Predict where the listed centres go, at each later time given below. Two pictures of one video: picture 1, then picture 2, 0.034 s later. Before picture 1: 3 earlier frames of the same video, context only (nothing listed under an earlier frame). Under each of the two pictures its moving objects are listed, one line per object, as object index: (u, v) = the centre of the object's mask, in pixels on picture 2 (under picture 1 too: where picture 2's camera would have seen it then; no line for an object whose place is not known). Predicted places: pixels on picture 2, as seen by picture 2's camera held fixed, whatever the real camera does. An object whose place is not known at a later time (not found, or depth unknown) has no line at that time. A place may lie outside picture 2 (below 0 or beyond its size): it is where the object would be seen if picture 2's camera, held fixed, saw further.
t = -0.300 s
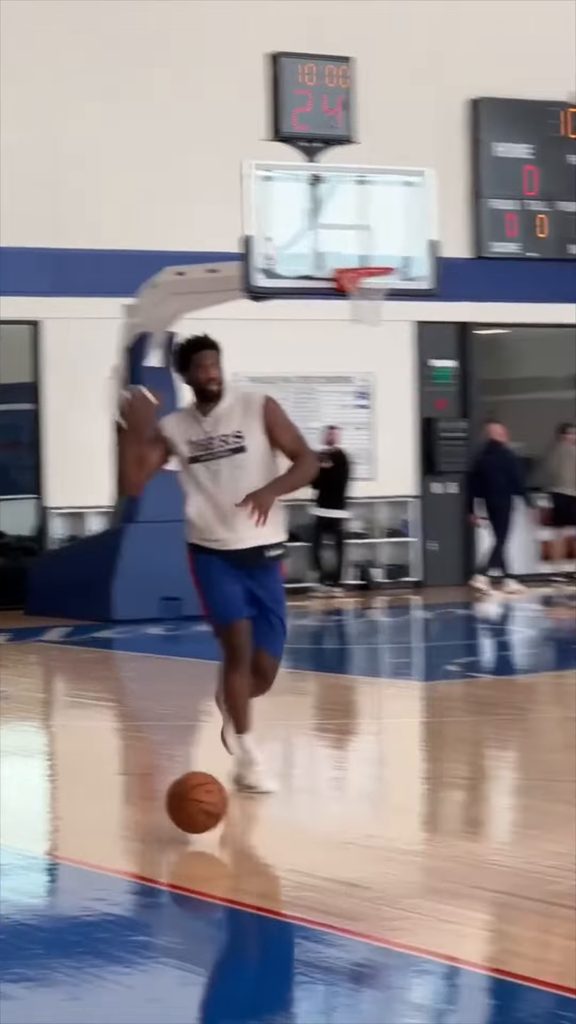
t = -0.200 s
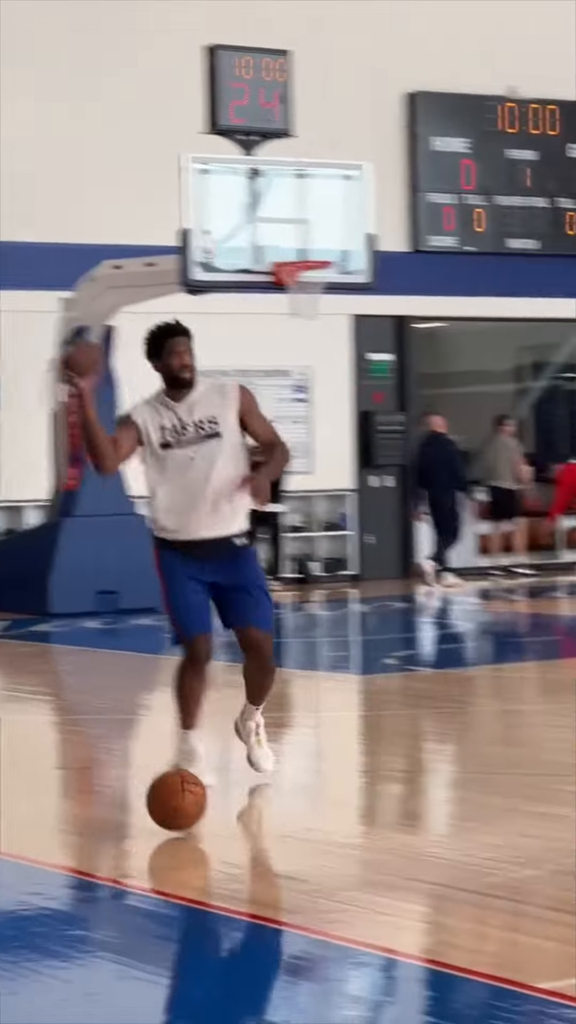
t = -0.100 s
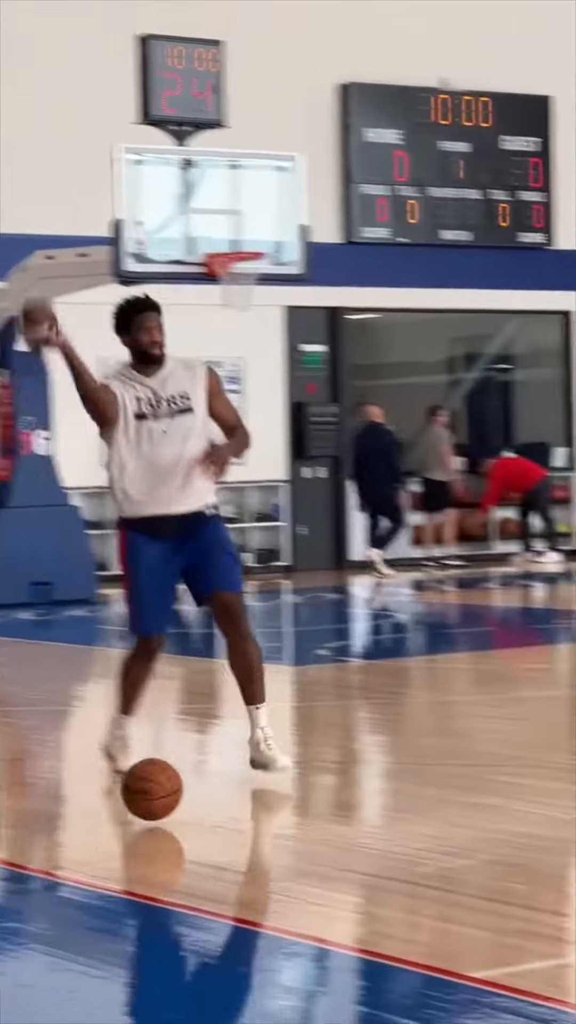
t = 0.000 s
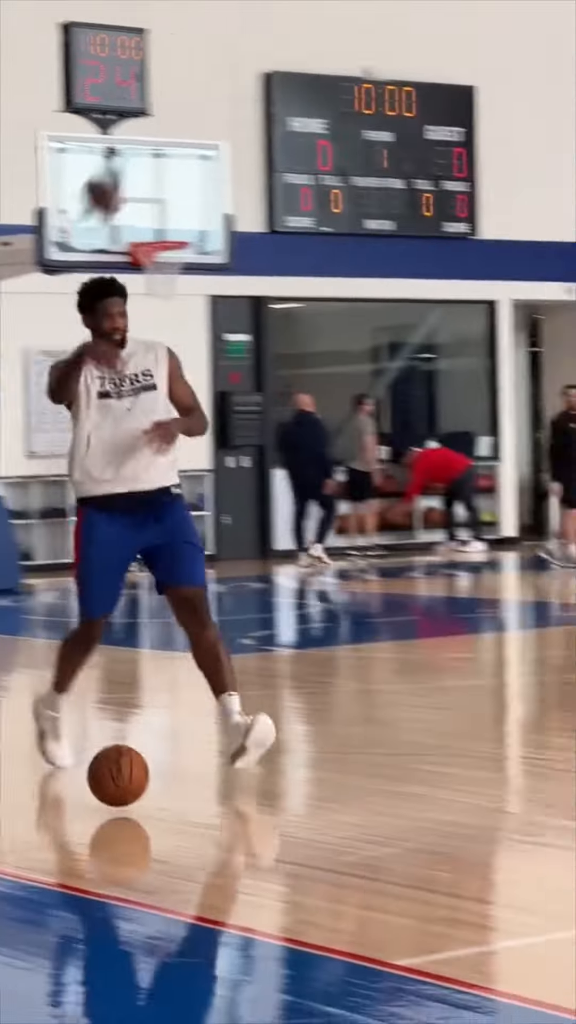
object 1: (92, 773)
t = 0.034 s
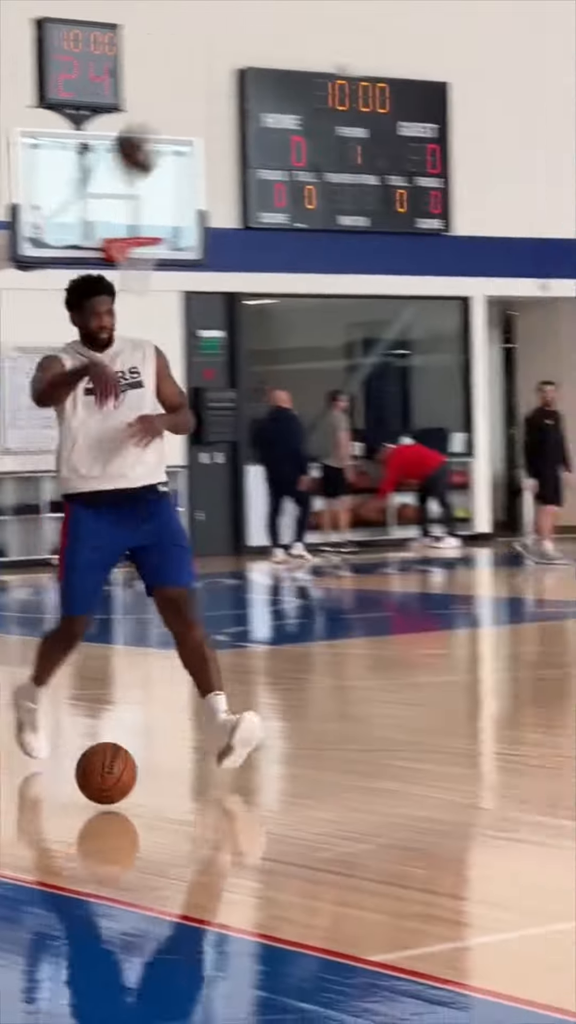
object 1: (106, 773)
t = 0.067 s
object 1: (120, 776)
